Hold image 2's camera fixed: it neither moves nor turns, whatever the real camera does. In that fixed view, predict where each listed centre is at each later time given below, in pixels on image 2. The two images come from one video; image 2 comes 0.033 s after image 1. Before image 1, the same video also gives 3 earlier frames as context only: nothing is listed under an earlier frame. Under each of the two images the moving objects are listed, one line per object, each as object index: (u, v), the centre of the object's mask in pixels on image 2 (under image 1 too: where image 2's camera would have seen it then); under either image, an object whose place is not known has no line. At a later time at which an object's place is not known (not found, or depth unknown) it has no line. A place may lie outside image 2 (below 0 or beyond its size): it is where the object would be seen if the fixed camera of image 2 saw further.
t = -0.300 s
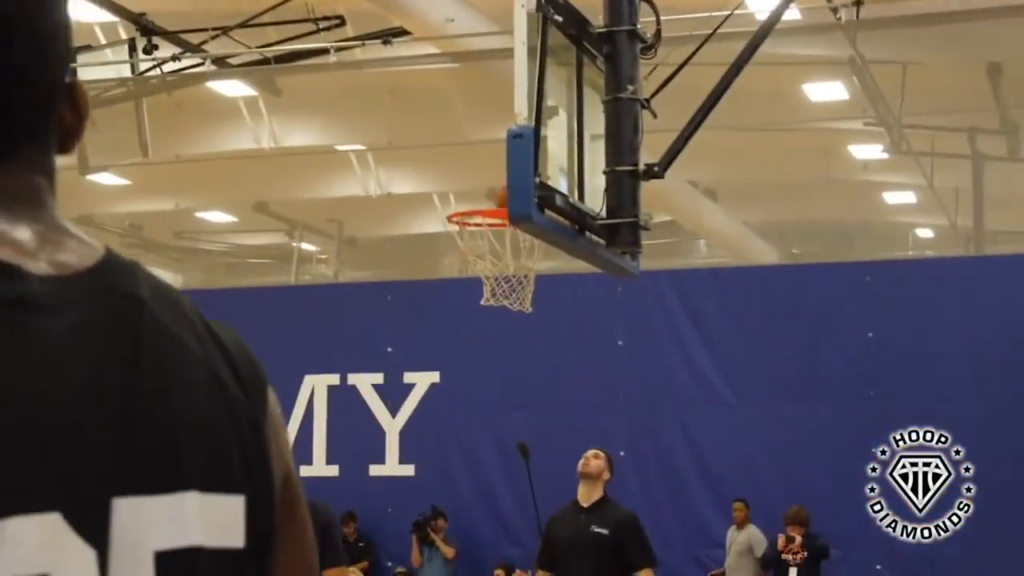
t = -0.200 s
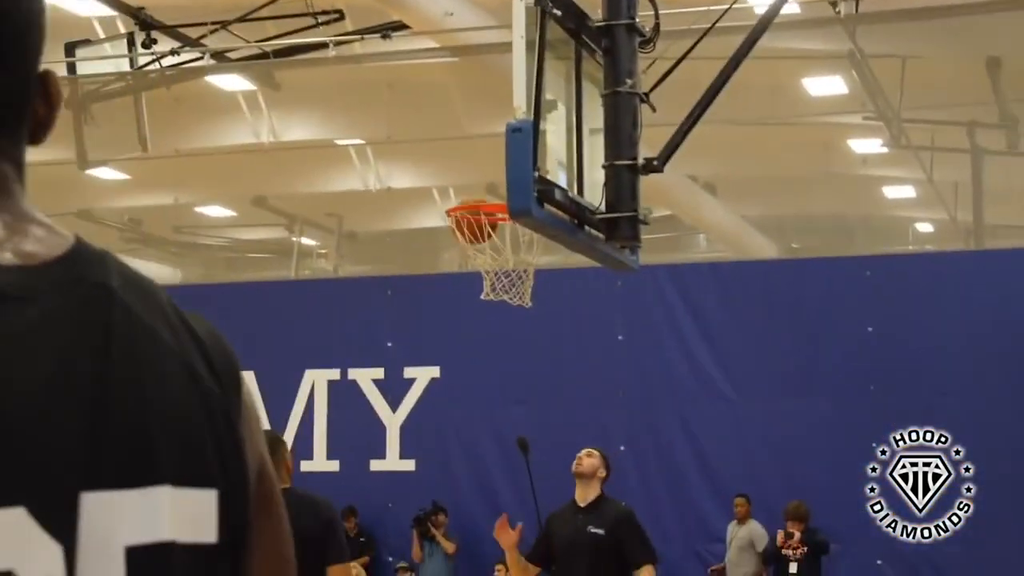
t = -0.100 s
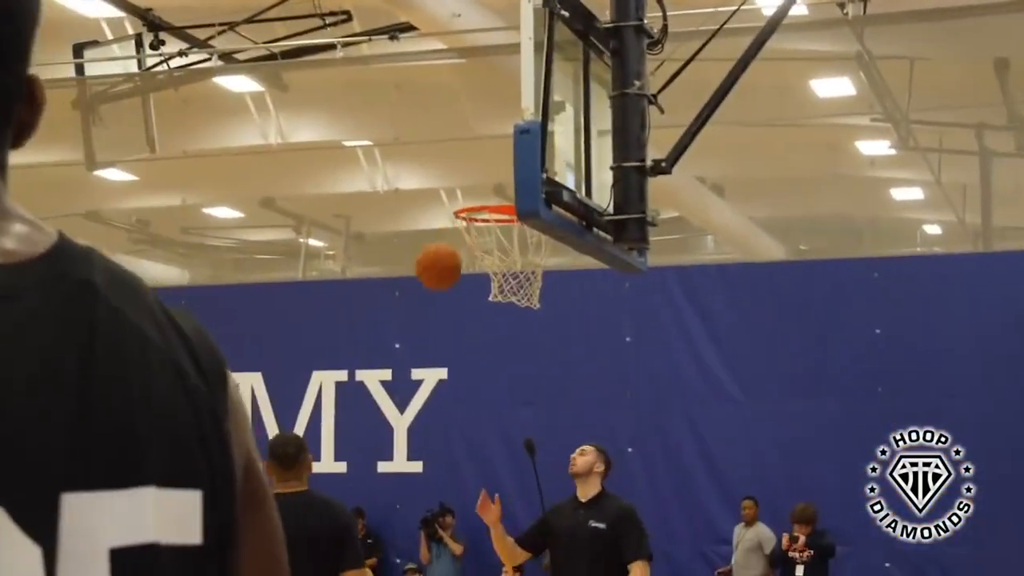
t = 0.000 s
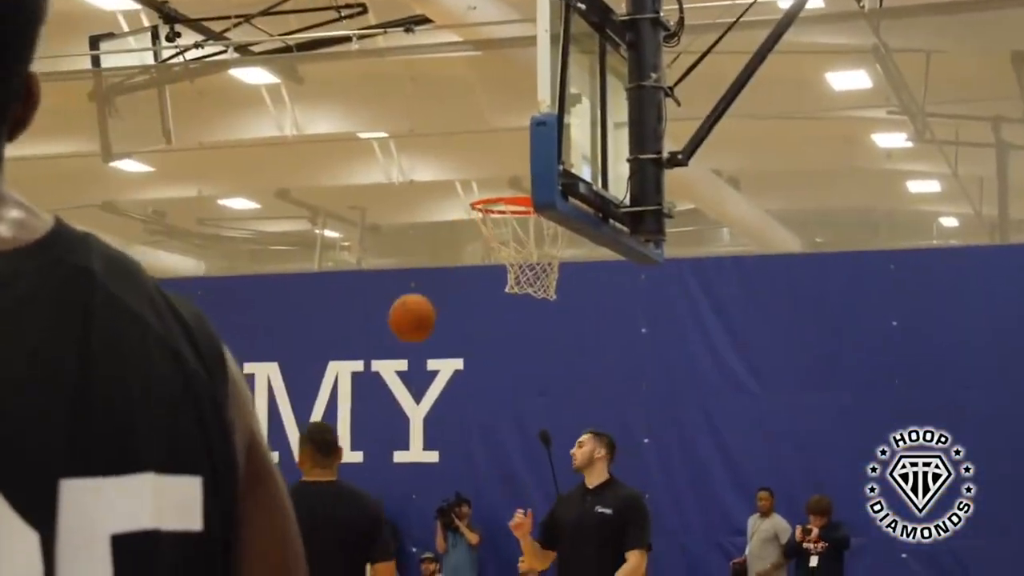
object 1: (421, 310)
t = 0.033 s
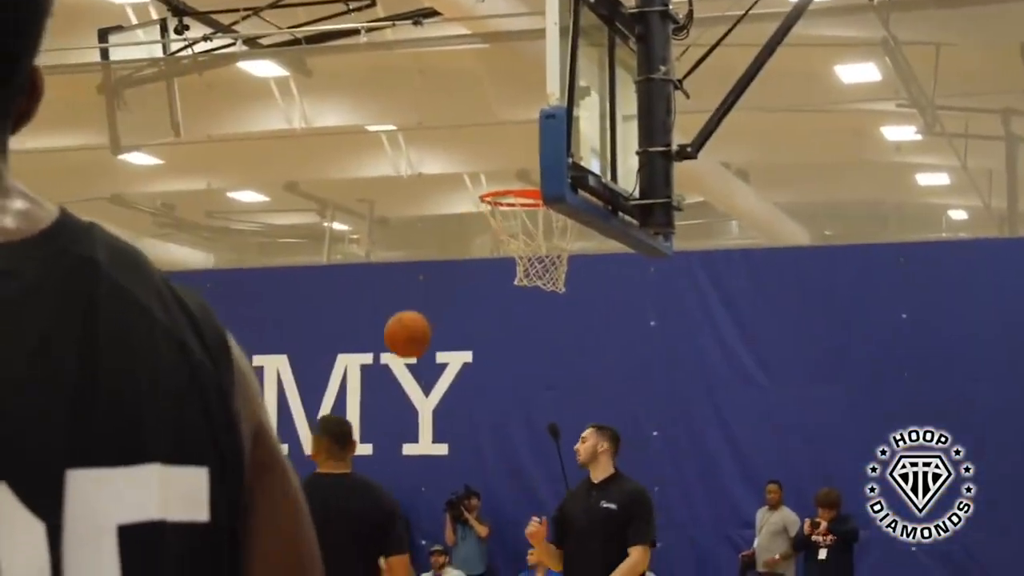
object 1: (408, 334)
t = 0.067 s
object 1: (395, 360)
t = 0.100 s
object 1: (381, 390)
